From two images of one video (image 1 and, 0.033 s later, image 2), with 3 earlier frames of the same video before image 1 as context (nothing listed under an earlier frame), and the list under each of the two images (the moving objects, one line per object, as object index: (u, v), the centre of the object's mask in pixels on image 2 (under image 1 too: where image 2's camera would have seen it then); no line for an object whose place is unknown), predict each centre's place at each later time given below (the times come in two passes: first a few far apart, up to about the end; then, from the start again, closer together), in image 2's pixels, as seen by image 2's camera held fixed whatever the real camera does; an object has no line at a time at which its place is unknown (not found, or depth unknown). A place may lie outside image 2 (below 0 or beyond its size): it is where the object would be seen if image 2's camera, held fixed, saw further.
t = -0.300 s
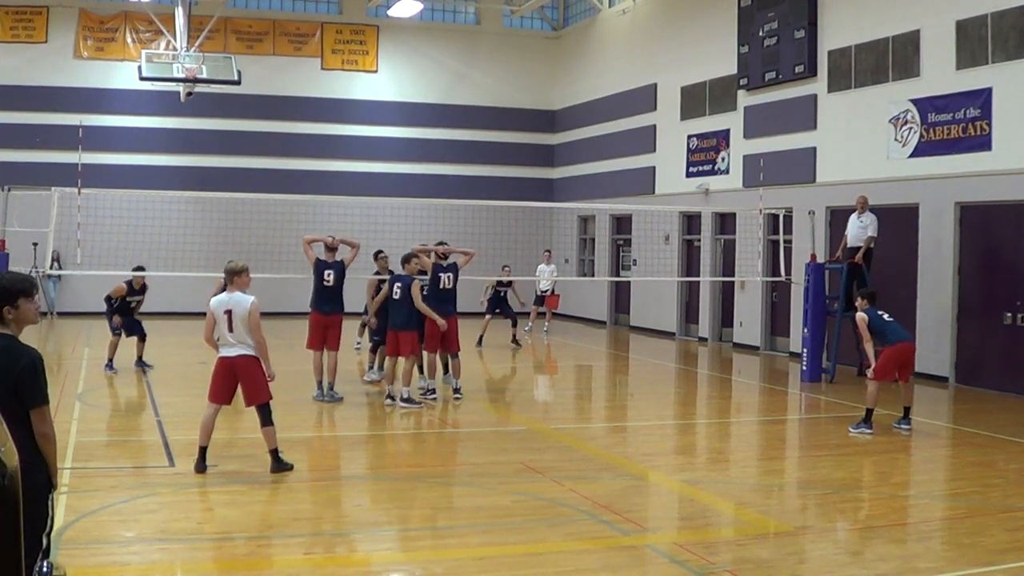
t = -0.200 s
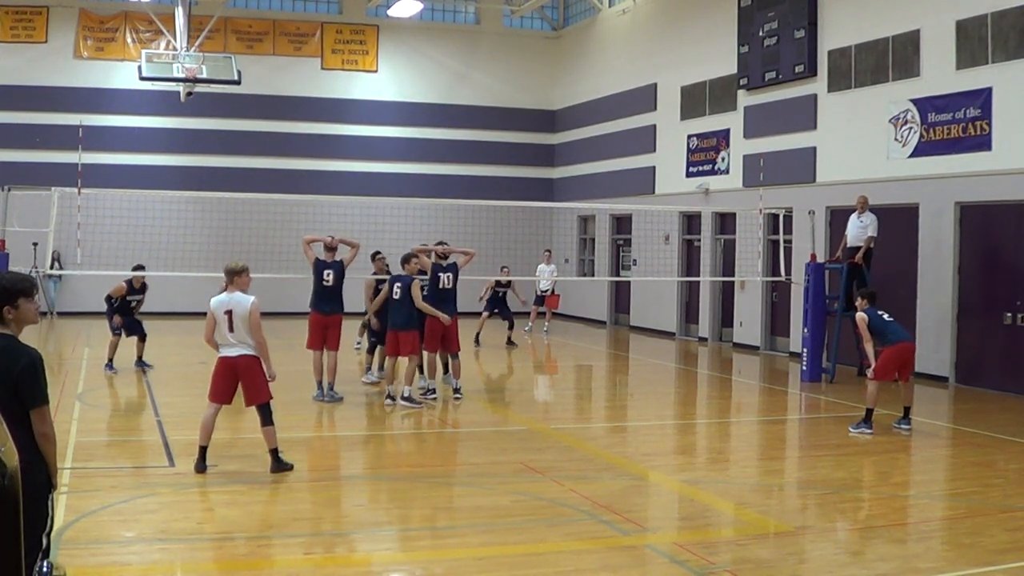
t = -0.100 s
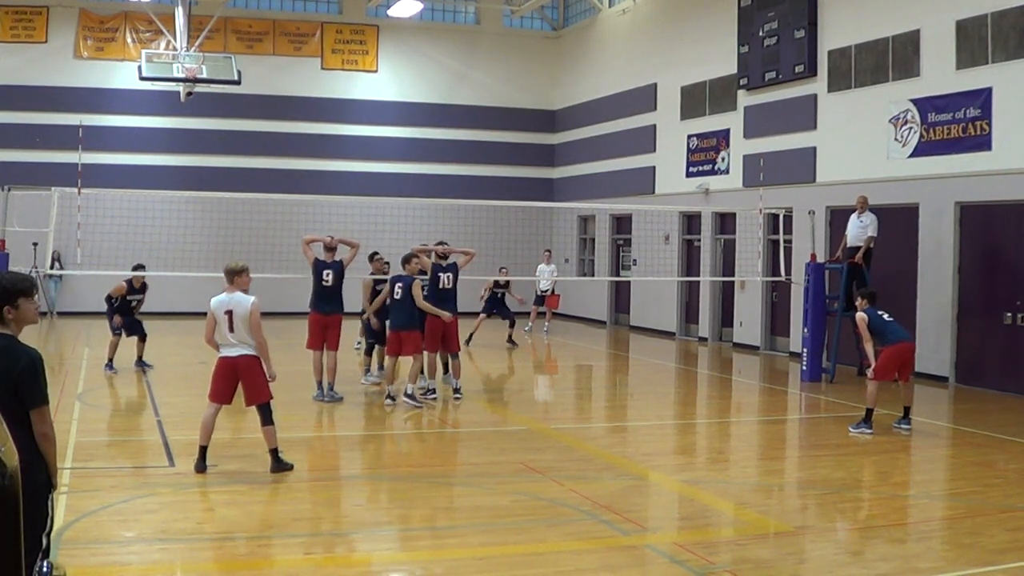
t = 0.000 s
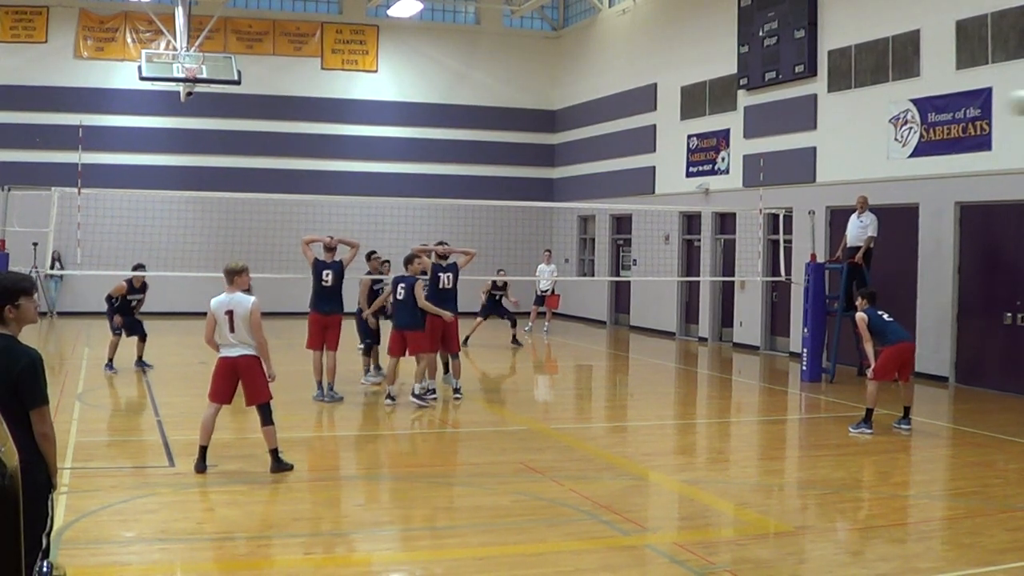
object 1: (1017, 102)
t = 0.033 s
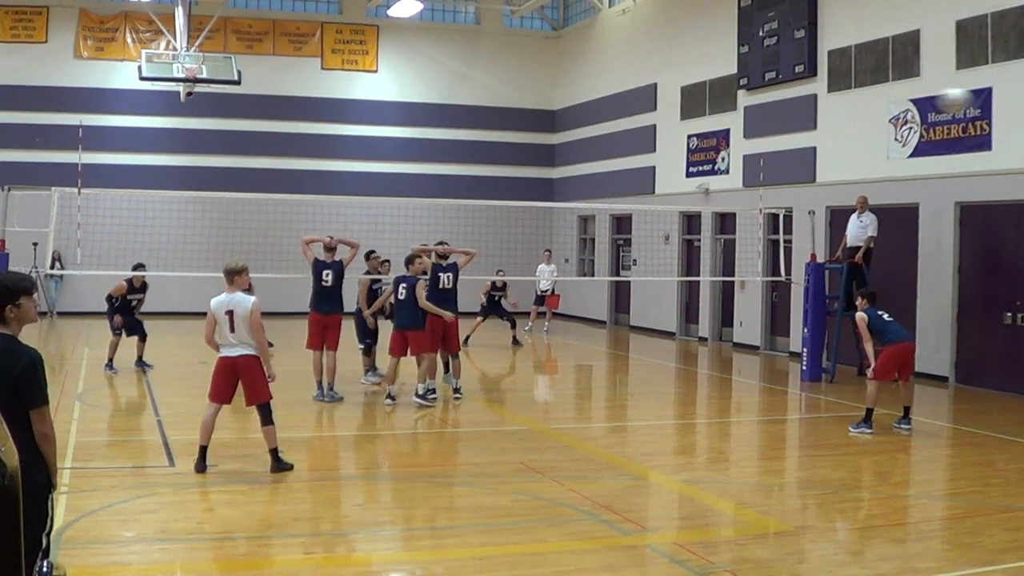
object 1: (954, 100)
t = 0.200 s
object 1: (687, 119)
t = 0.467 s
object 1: (435, 204)
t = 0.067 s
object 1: (891, 101)
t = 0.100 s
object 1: (832, 103)
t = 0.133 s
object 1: (779, 107)
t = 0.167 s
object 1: (729, 112)
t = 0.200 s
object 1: (687, 119)
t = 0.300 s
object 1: (572, 146)
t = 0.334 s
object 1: (541, 157)
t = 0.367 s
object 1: (512, 168)
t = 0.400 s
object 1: (483, 181)
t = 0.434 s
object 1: (458, 192)
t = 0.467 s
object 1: (435, 204)
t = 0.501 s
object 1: (411, 218)
